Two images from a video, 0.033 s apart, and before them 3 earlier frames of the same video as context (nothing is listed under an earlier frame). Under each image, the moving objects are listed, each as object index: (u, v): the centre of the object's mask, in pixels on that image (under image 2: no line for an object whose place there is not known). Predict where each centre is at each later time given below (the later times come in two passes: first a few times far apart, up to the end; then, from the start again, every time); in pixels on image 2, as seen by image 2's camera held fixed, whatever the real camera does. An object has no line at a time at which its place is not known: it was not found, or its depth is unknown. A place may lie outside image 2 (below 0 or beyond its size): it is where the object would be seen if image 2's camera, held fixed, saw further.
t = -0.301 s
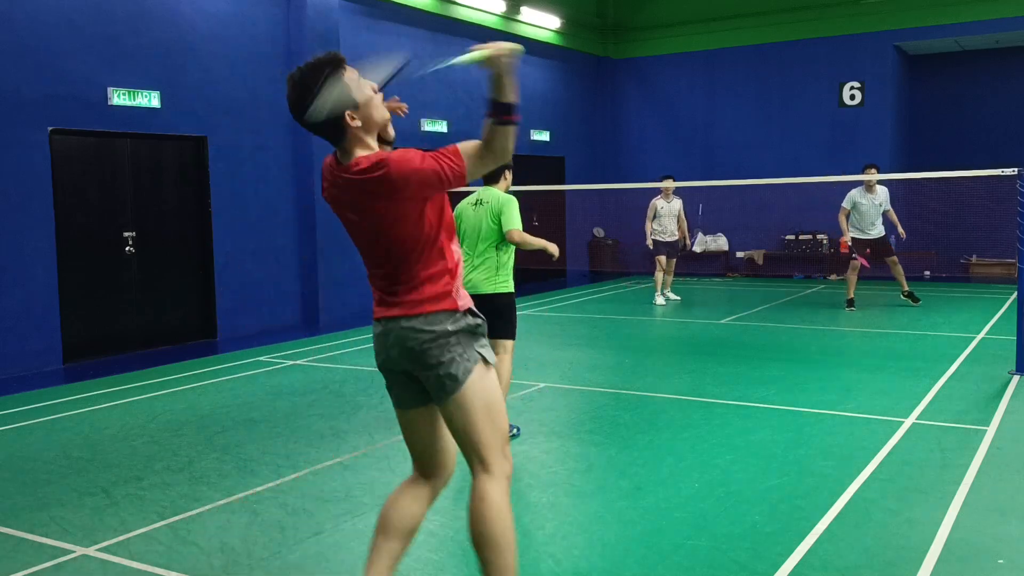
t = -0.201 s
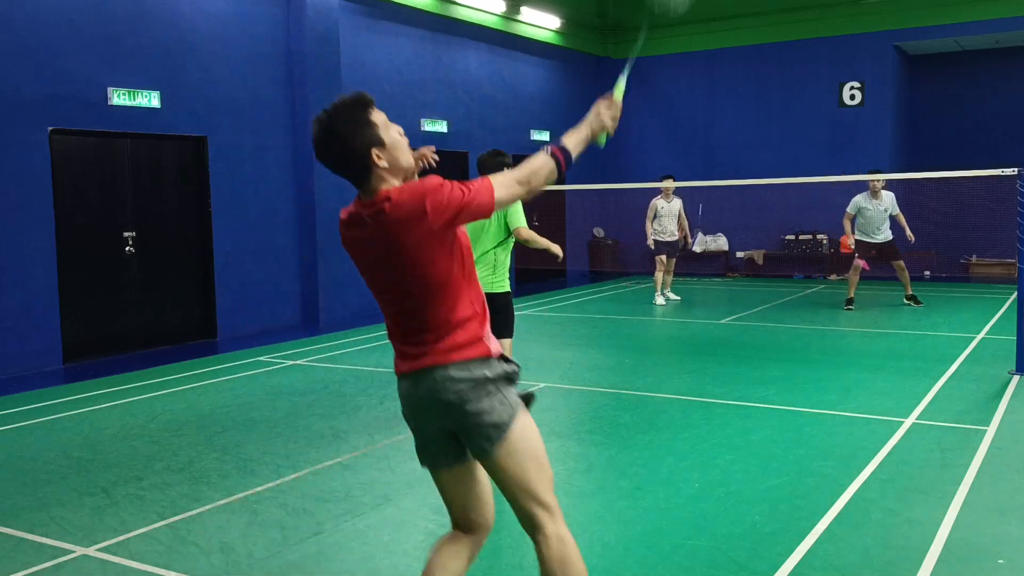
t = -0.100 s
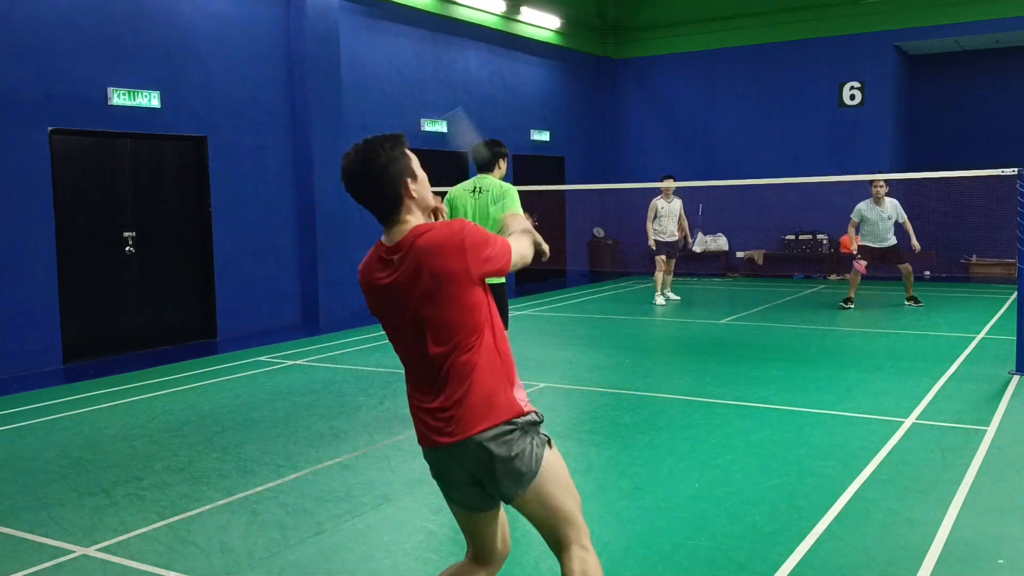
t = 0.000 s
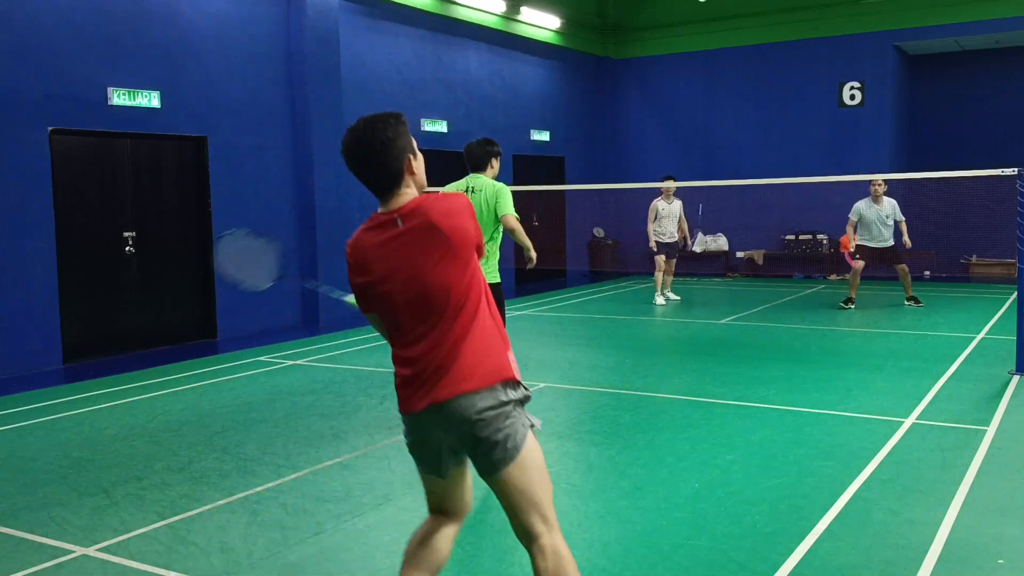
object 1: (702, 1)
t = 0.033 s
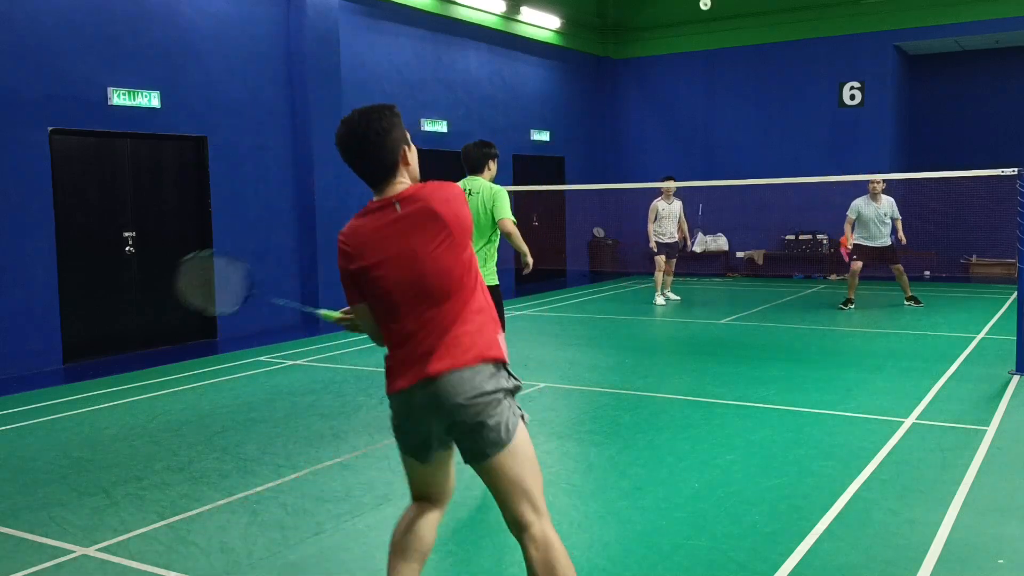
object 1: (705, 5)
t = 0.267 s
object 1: (719, 71)
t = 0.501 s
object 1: (727, 155)
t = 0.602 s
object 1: (730, 194)
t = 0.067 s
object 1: (708, 12)
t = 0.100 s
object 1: (710, 21)
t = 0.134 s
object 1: (712, 31)
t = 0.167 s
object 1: (714, 40)
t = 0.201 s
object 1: (715, 51)
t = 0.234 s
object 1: (717, 61)
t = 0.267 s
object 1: (719, 71)
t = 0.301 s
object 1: (720, 83)
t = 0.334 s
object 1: (721, 94)
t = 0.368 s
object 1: (723, 106)
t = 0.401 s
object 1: (724, 118)
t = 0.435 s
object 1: (725, 130)
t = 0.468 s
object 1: (726, 142)
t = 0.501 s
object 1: (727, 155)
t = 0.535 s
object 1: (728, 168)
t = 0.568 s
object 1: (729, 178)
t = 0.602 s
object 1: (730, 194)
